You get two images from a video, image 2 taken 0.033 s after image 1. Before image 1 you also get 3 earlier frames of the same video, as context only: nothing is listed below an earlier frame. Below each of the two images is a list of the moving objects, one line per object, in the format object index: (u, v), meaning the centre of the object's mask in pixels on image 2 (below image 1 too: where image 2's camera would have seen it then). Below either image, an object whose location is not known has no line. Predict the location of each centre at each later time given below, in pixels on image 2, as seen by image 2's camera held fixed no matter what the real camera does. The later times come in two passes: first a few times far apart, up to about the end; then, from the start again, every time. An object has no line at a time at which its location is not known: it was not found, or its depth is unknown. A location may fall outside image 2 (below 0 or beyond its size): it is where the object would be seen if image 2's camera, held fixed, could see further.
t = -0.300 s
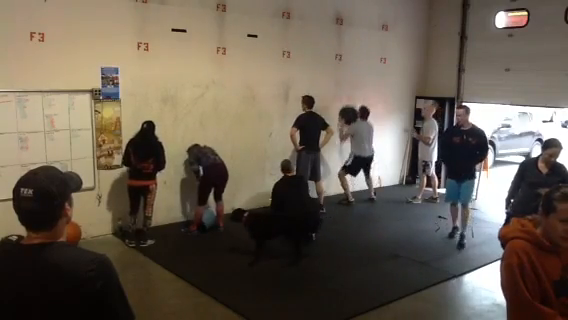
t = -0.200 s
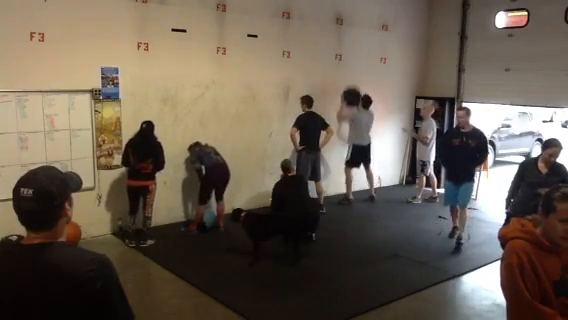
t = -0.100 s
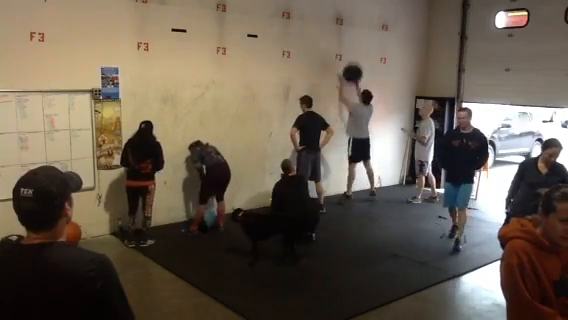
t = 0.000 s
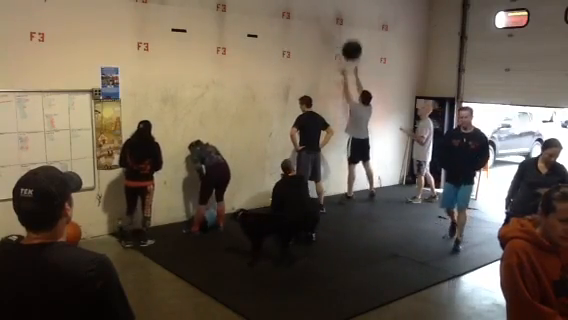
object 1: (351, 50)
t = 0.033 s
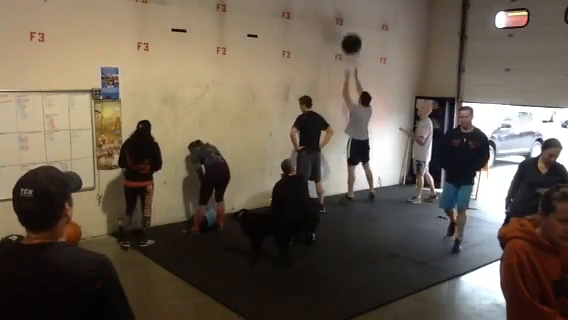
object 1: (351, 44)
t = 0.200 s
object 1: (349, 21)
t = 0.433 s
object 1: (348, 17)
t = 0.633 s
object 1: (351, 39)
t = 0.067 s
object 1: (351, 37)
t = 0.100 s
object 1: (350, 32)
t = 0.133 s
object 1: (350, 28)
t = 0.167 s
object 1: (349, 24)
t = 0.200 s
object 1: (349, 21)
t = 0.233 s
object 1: (348, 18)
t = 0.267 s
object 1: (348, 16)
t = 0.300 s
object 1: (347, 15)
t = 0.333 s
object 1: (347, 14)
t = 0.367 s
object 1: (347, 14)
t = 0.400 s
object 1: (347, 15)
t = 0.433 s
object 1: (348, 17)
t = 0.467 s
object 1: (348, 18)
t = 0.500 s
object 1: (349, 21)
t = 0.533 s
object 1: (349, 25)
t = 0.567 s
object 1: (350, 29)
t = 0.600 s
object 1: (351, 34)
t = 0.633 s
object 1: (351, 39)
